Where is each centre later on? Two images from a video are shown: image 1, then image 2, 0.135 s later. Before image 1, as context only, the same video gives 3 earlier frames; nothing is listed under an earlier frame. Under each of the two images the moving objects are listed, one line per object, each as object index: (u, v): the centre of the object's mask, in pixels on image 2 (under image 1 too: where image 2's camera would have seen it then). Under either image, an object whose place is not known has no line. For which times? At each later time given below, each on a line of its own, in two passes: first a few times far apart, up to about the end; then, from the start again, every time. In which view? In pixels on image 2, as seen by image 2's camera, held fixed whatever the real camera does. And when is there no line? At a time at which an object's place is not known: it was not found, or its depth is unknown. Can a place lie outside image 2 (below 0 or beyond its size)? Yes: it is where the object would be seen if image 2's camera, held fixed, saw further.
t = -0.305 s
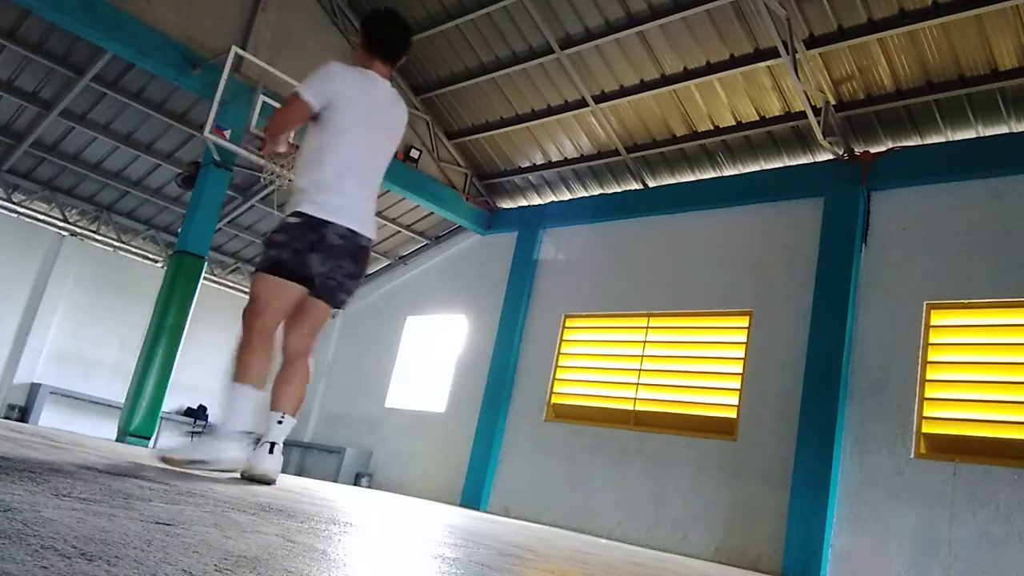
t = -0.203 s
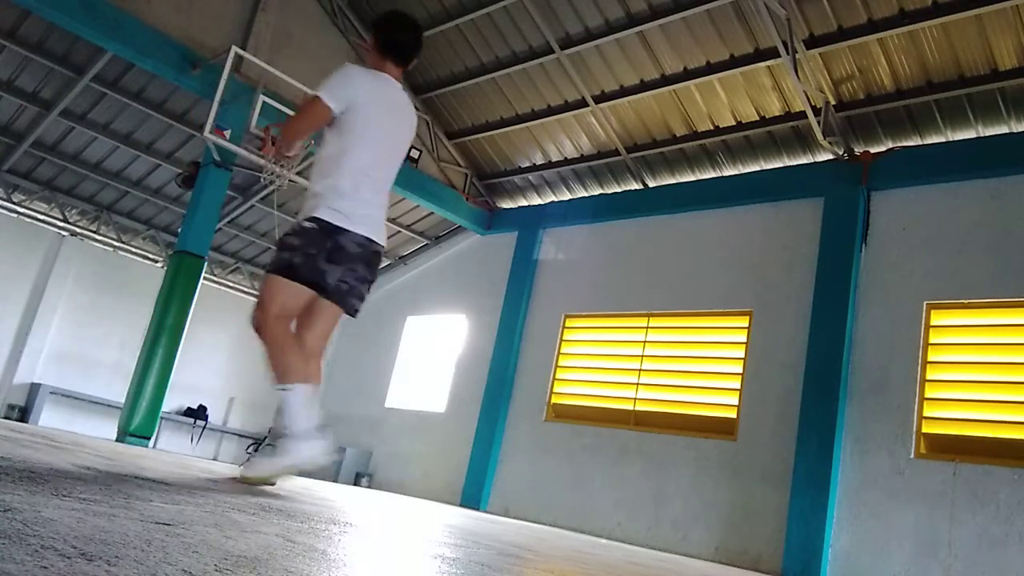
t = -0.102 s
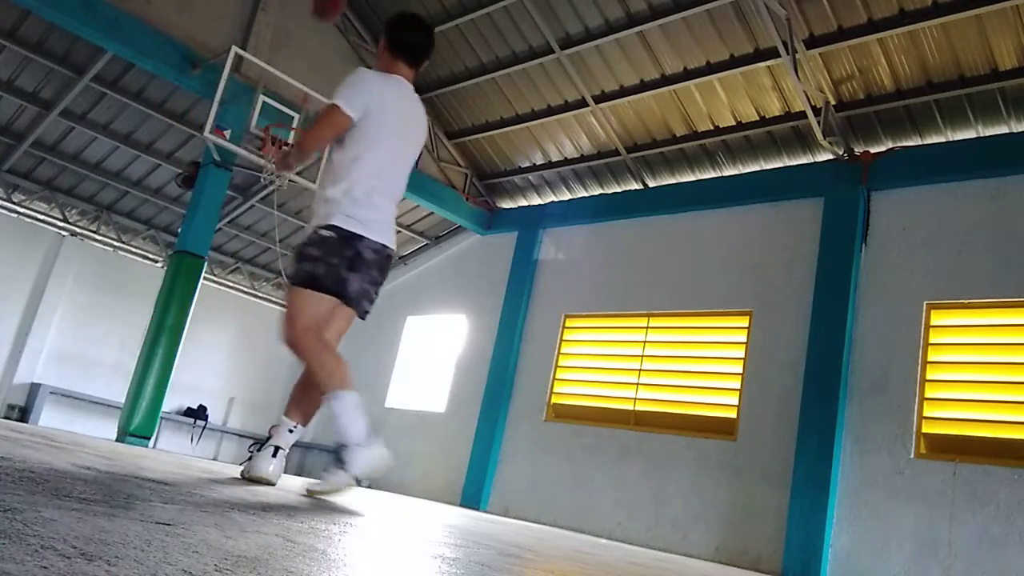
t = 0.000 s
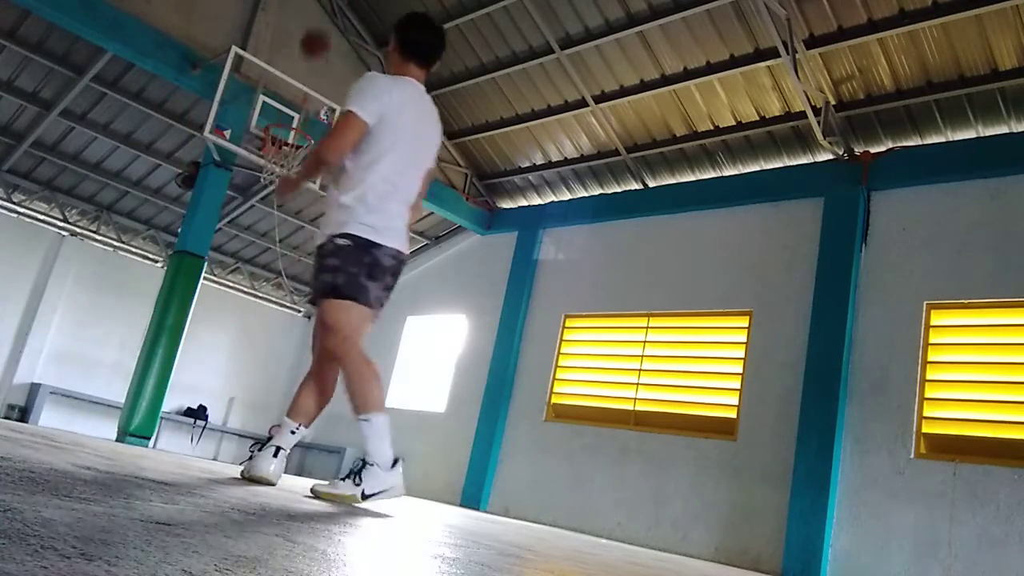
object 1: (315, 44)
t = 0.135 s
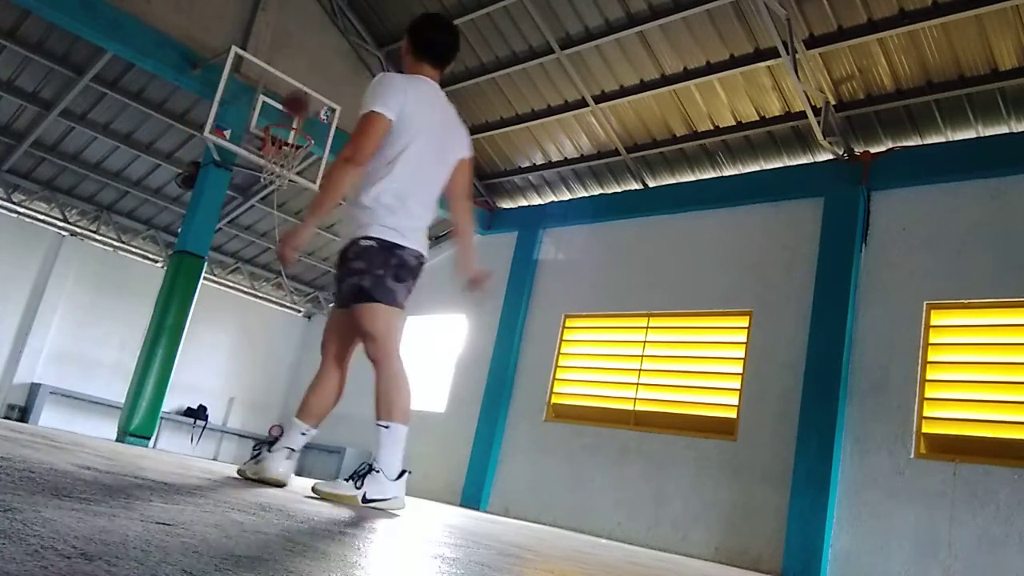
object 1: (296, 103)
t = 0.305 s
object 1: (300, 82)
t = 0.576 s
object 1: (297, 59)
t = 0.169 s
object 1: (293, 116)
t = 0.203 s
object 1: (295, 107)
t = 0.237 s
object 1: (296, 99)
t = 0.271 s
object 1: (298, 89)
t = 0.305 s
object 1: (300, 82)
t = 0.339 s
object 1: (301, 75)
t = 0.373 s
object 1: (302, 64)
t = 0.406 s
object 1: (302, 60)
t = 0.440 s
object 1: (302, 58)
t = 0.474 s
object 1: (301, 56)
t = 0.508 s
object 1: (301, 56)
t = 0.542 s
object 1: (299, 57)
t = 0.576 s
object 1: (297, 59)
